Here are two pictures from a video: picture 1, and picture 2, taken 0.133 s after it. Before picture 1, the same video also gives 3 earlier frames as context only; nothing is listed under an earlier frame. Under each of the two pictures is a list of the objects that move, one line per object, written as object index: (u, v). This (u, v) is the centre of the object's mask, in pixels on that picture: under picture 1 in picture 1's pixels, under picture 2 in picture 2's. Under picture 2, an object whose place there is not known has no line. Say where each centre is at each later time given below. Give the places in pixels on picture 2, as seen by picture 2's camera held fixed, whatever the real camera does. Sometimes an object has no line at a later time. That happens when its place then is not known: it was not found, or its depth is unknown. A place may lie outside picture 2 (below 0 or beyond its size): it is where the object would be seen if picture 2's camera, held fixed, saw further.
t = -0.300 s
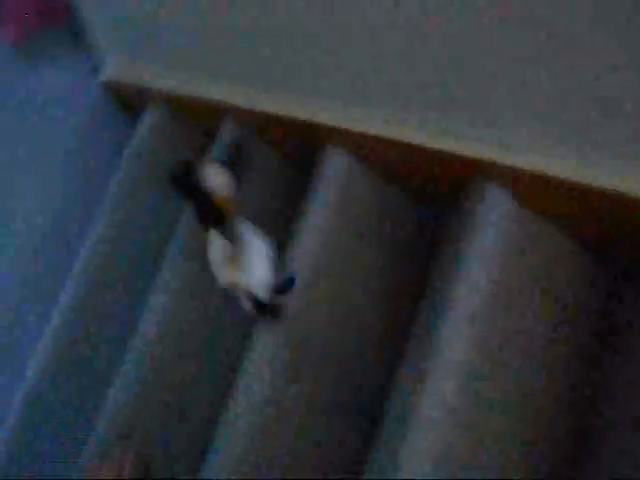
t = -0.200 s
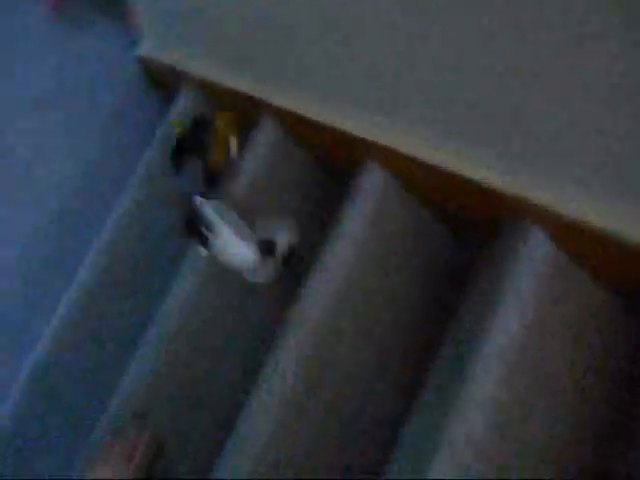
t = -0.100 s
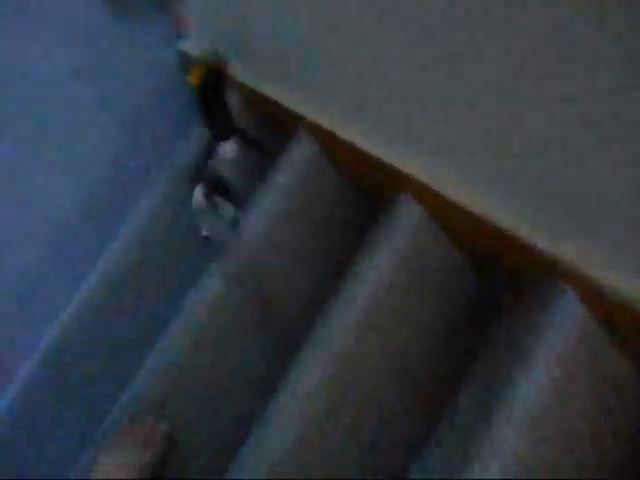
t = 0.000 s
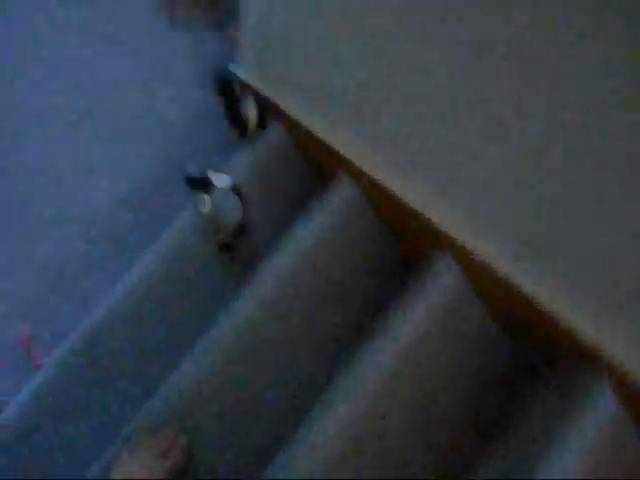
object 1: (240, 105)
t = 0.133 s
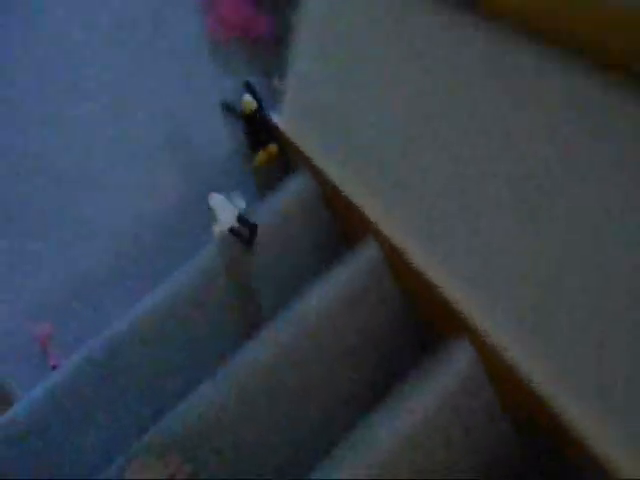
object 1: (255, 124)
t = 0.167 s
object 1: (252, 117)
